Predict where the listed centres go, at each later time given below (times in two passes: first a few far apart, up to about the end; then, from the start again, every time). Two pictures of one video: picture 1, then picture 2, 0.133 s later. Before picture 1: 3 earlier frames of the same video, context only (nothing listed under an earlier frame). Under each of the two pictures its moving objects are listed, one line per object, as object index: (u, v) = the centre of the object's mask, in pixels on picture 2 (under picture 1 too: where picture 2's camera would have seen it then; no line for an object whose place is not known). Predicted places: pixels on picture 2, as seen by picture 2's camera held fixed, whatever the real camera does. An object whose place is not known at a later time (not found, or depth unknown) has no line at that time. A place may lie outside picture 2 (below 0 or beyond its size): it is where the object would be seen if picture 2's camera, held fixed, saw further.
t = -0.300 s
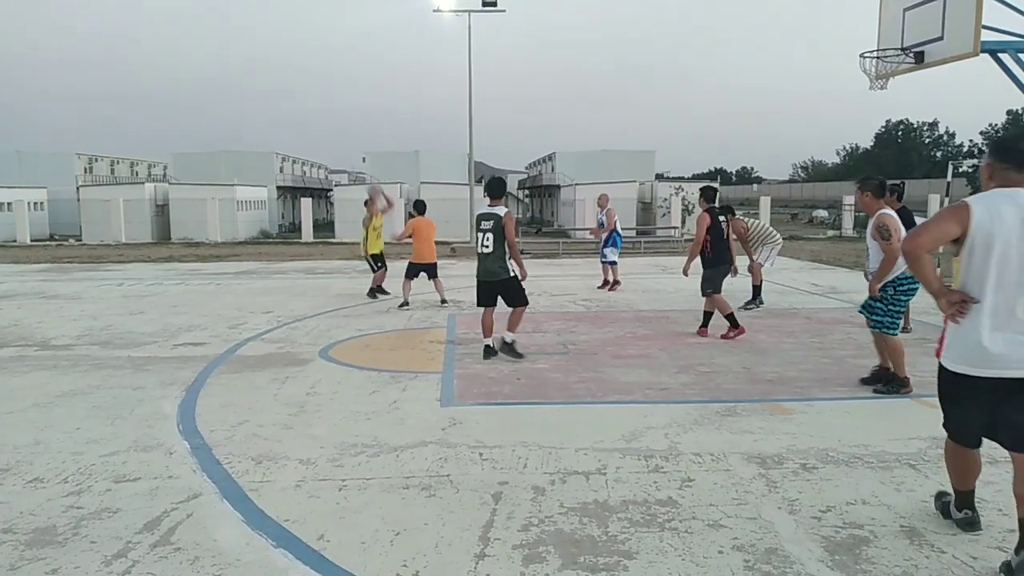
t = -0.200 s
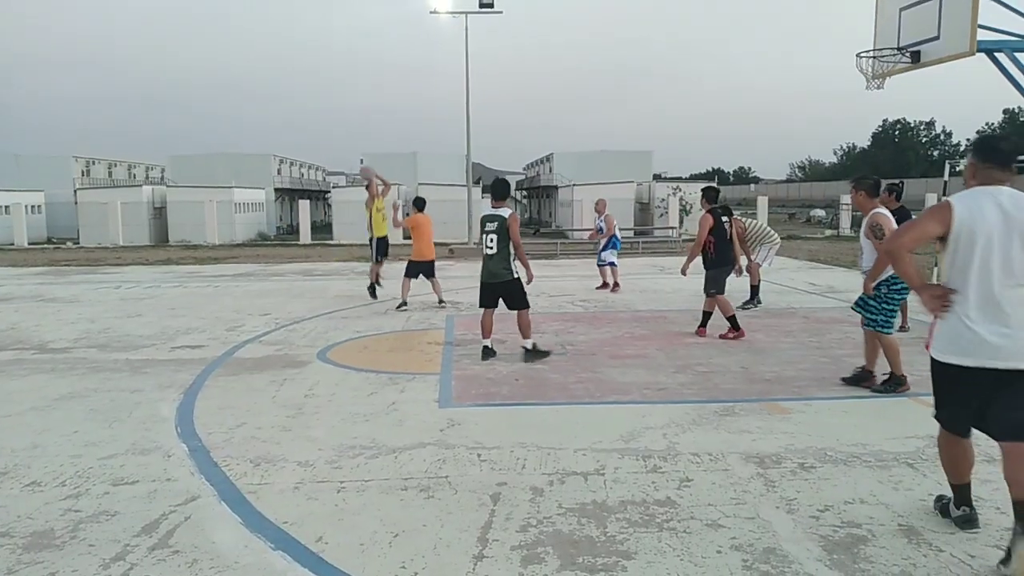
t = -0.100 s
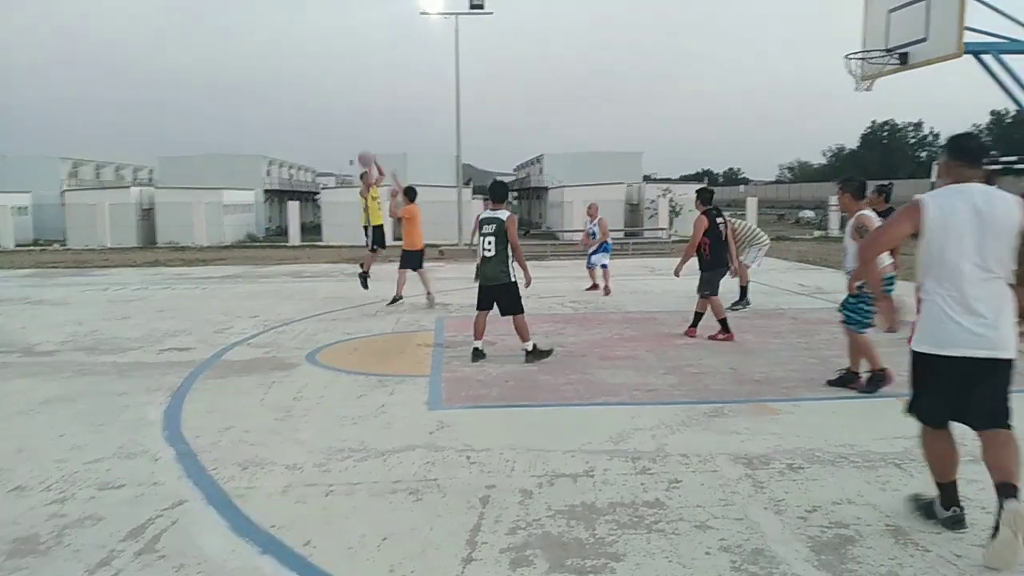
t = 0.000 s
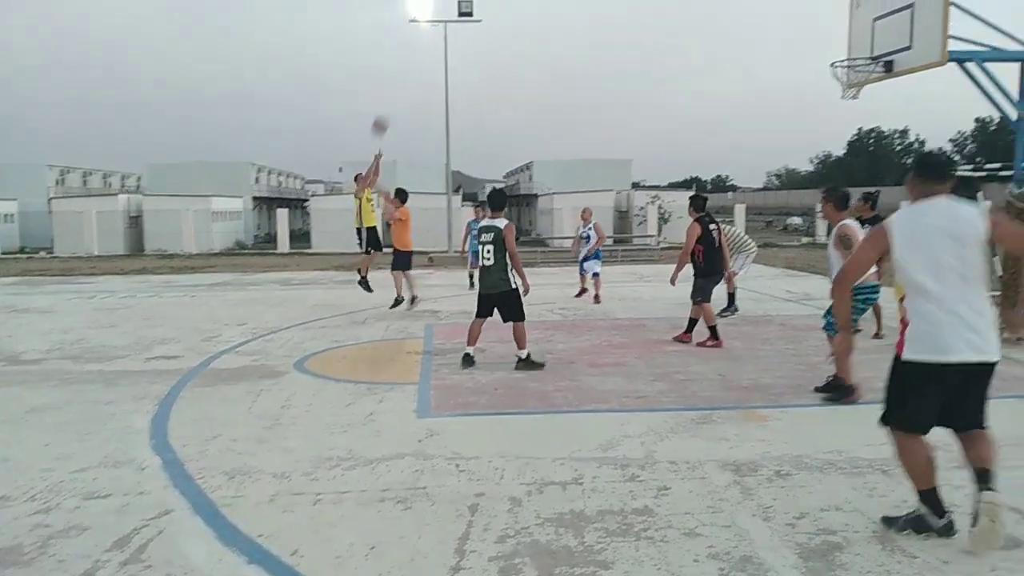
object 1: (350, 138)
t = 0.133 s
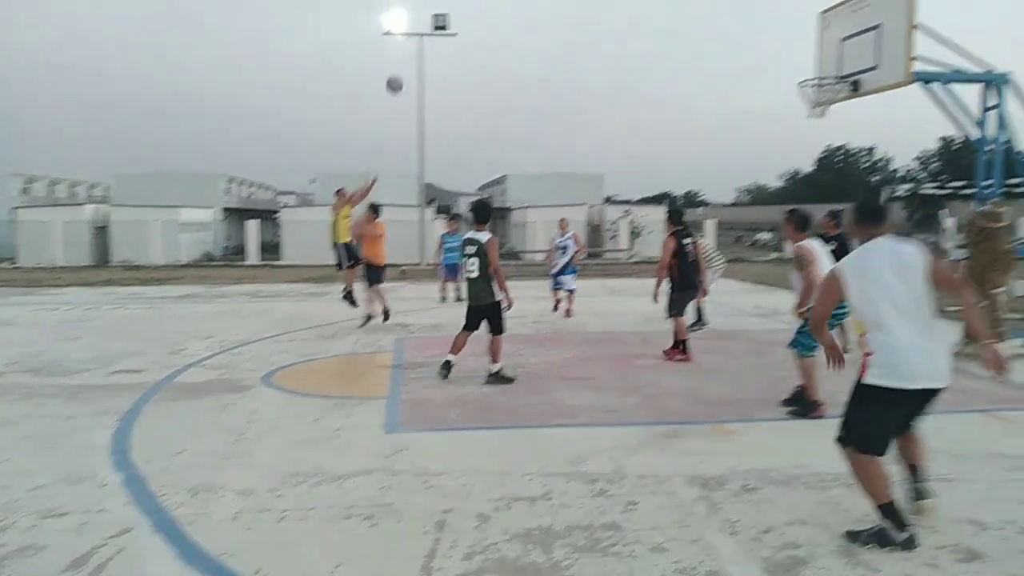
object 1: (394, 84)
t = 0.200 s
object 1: (416, 61)
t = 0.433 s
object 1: (499, 3)
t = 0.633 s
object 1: (578, -14)
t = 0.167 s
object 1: (405, 72)
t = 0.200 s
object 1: (416, 61)
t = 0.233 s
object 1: (427, 52)
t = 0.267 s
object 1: (438, 43)
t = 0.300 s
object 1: (449, 33)
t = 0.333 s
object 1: (461, 24)
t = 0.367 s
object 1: (474, 17)
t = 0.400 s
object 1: (486, 10)
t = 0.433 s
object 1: (499, 3)
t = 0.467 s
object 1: (511, -2)
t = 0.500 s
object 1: (524, -7)
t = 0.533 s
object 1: (537, -10)
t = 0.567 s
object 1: (551, -12)
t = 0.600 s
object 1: (564, -13)
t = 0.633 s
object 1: (578, -14)
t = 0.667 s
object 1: (593, -15)
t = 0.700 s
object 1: (606, -15)
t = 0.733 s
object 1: (621, -14)
